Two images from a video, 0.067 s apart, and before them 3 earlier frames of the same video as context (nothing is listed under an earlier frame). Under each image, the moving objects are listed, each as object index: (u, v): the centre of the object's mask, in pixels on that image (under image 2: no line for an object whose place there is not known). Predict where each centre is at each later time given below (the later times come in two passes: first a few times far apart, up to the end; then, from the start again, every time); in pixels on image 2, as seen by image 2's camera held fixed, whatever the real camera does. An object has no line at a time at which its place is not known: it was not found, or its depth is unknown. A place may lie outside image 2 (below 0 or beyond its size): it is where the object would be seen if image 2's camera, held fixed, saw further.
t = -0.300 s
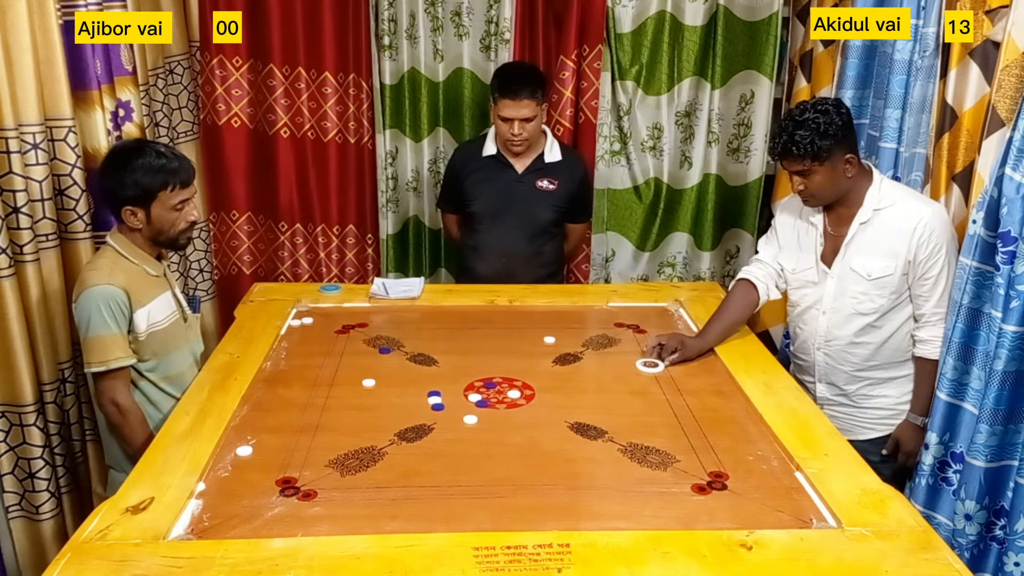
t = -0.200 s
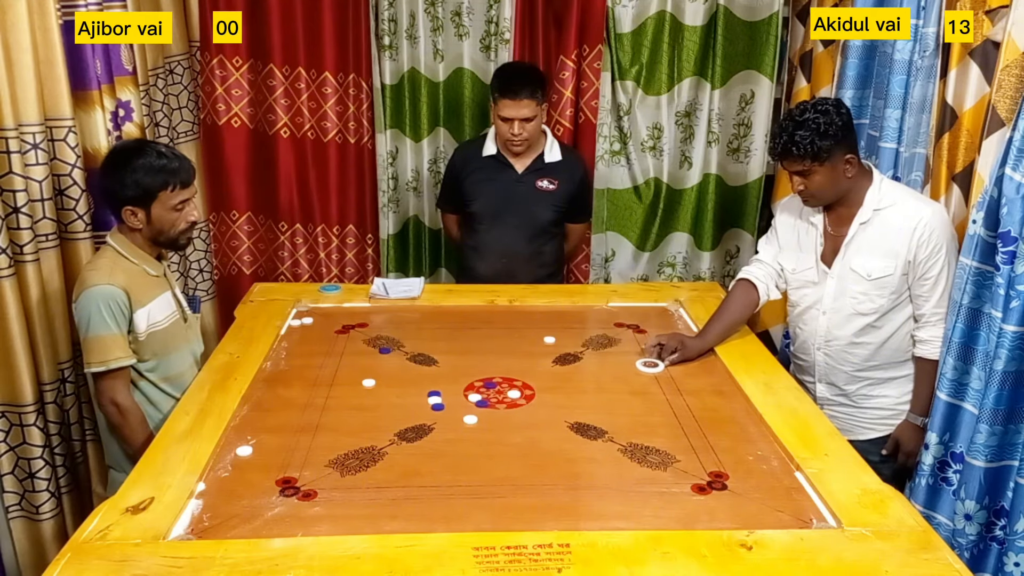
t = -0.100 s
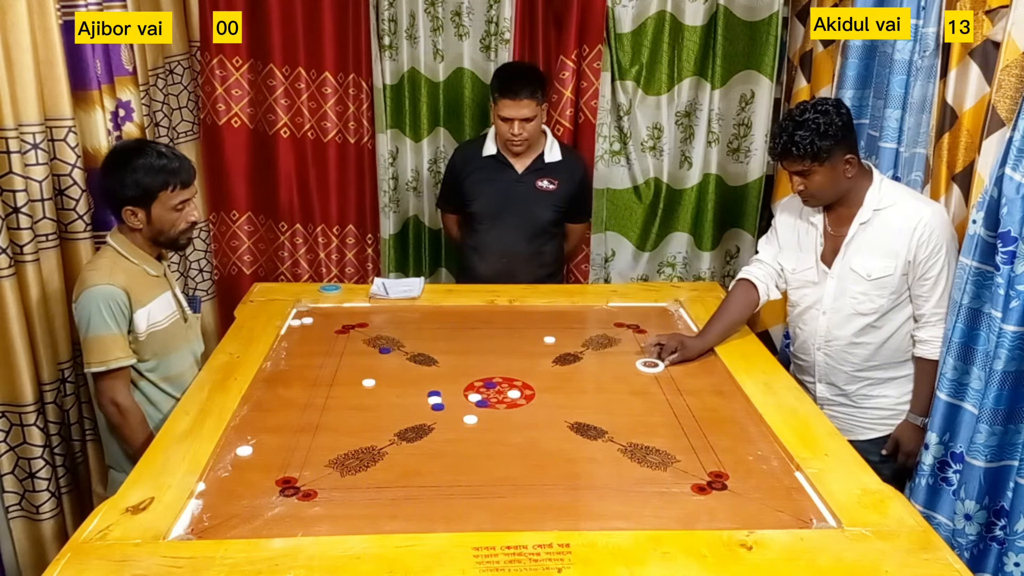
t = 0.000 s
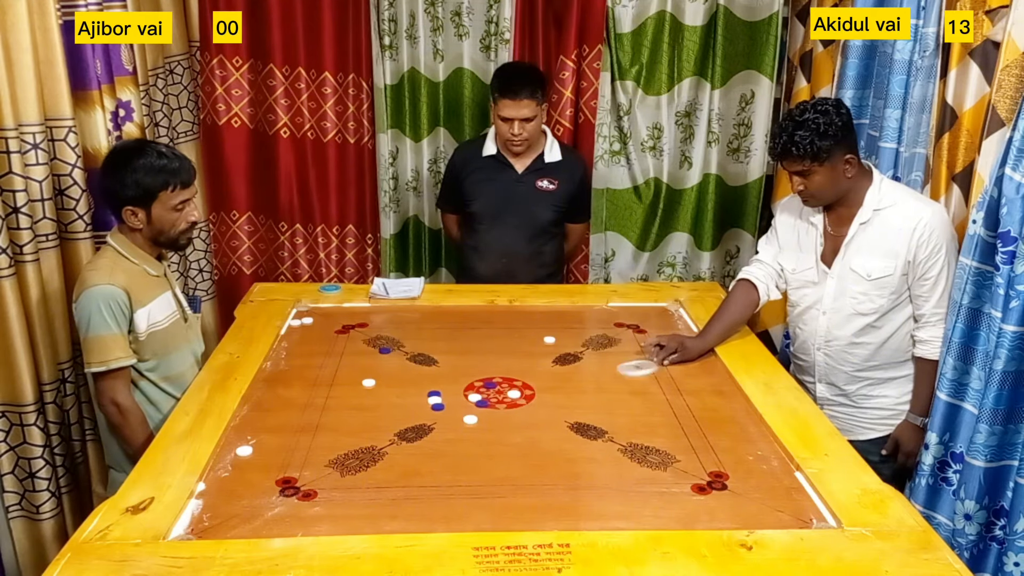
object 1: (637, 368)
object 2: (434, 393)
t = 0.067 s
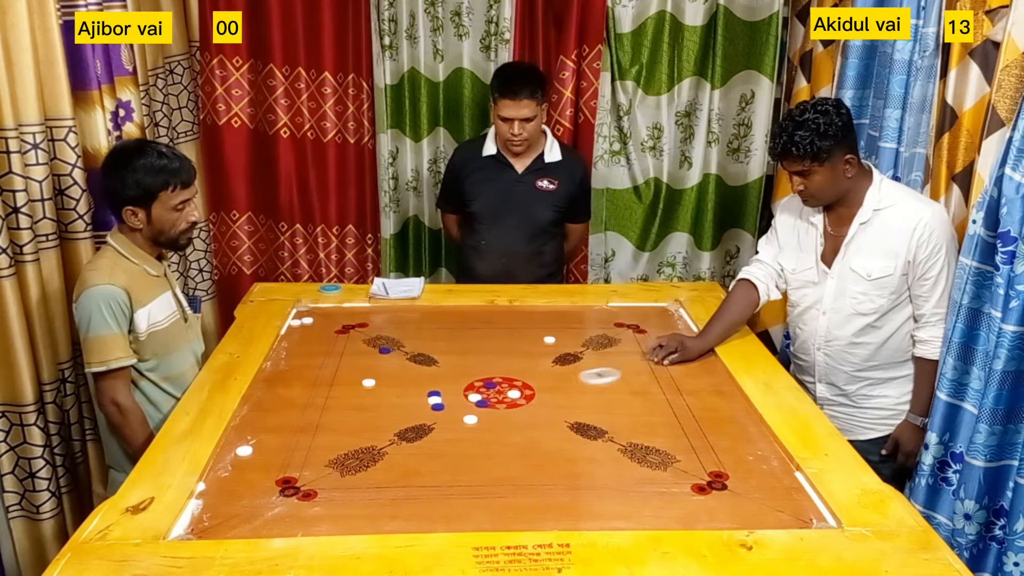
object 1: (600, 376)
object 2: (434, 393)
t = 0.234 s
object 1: (514, 393)
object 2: (434, 393)
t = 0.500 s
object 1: (453, 409)
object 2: (429, 392)
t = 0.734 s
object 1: (441, 414)
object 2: (423, 390)
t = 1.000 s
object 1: (441, 414)
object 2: (423, 390)
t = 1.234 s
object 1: (441, 414)
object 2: (423, 390)
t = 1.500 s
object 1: (441, 414)
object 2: (423, 390)
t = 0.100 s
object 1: (581, 380)
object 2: (434, 393)
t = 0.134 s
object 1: (562, 384)
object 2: (434, 393)
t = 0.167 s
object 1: (544, 387)
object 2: (434, 393)
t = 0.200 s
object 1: (519, 393)
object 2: (434, 393)
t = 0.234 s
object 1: (514, 393)
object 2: (434, 393)
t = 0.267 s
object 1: (503, 396)
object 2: (434, 393)
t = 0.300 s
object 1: (494, 398)
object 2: (434, 394)
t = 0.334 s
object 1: (485, 400)
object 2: (434, 394)
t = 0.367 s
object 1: (476, 402)
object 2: (434, 394)
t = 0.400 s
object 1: (469, 404)
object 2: (434, 394)
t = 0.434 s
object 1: (462, 406)
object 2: (434, 394)
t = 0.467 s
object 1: (457, 408)
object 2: (432, 393)
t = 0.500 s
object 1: (453, 409)
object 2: (429, 392)
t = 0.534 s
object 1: (450, 411)
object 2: (427, 391)
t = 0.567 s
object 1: (447, 412)
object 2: (425, 390)
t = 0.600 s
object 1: (445, 413)
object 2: (424, 390)
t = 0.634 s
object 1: (443, 413)
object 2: (424, 390)
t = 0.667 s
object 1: (442, 414)
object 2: (423, 390)
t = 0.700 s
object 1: (441, 414)
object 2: (423, 390)
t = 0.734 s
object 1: (441, 414)
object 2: (423, 390)
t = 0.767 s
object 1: (441, 414)
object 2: (423, 390)
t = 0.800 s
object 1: (441, 414)
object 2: (423, 390)
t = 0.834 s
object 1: (441, 414)
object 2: (423, 390)
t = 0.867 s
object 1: (441, 414)
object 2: (423, 390)
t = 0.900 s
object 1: (441, 414)
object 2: (423, 390)
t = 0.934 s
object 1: (441, 414)
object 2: (423, 390)
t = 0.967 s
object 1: (441, 414)
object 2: (423, 390)
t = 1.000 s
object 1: (441, 414)
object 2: (423, 390)
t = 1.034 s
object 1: (441, 414)
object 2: (423, 390)
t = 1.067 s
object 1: (441, 414)
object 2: (423, 390)
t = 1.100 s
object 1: (441, 414)
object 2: (423, 390)
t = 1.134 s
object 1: (441, 414)
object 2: (423, 390)
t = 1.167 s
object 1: (441, 414)
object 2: (423, 390)
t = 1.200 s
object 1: (441, 414)
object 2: (423, 390)
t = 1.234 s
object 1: (441, 414)
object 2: (423, 390)
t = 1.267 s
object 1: (441, 414)
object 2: (423, 390)
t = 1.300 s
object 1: (441, 414)
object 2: (423, 390)
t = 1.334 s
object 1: (441, 414)
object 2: (423, 390)
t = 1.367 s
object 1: (441, 414)
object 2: (423, 390)
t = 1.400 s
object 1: (441, 414)
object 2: (423, 390)
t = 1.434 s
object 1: (441, 414)
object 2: (423, 390)
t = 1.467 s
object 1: (441, 414)
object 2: (423, 390)
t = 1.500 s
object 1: (441, 414)
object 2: (423, 390)
